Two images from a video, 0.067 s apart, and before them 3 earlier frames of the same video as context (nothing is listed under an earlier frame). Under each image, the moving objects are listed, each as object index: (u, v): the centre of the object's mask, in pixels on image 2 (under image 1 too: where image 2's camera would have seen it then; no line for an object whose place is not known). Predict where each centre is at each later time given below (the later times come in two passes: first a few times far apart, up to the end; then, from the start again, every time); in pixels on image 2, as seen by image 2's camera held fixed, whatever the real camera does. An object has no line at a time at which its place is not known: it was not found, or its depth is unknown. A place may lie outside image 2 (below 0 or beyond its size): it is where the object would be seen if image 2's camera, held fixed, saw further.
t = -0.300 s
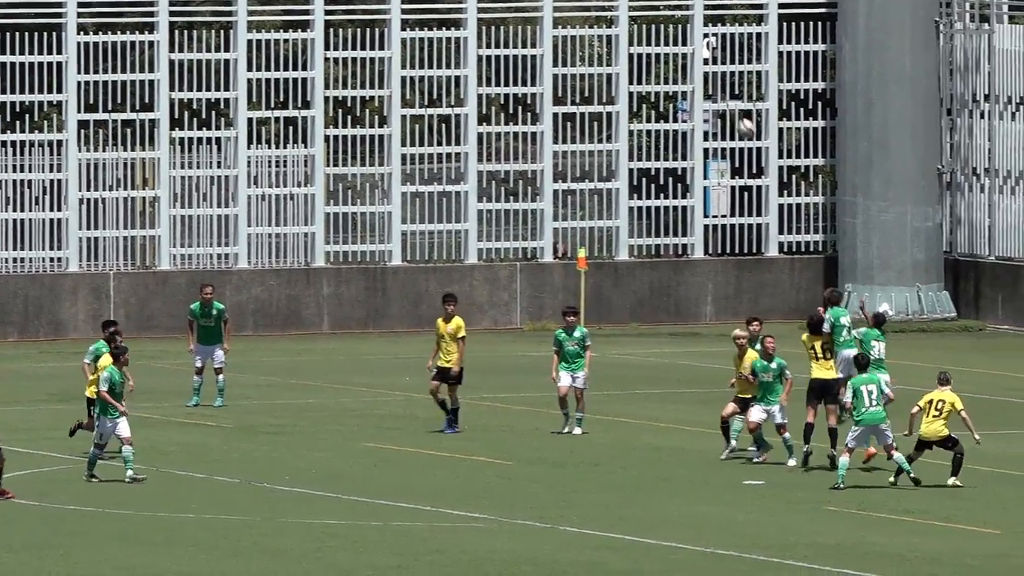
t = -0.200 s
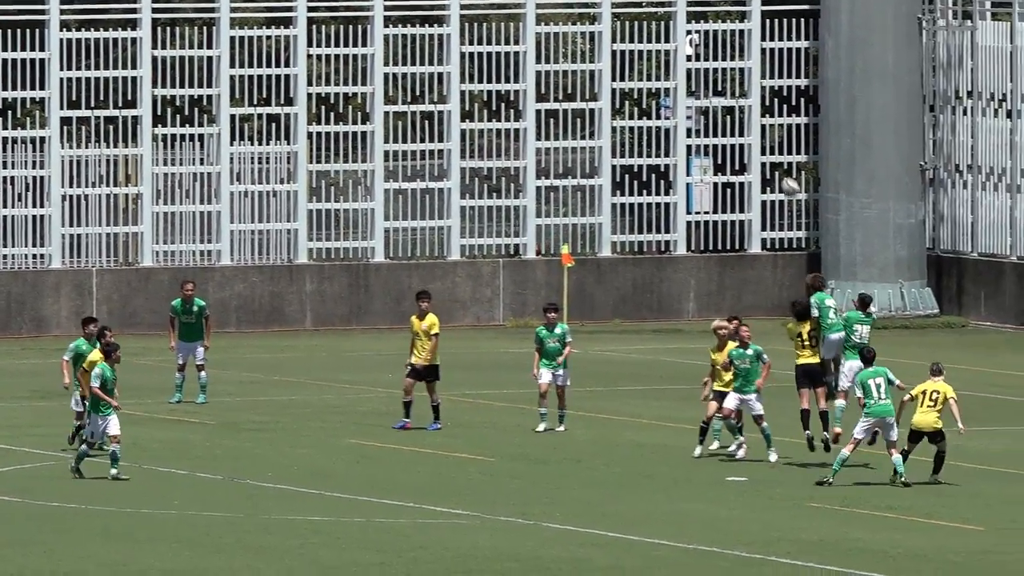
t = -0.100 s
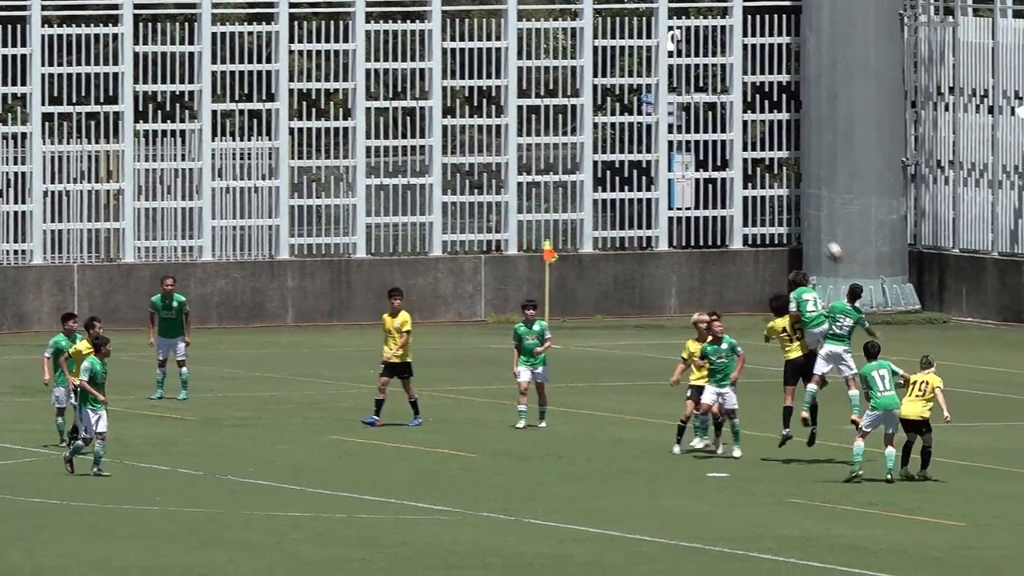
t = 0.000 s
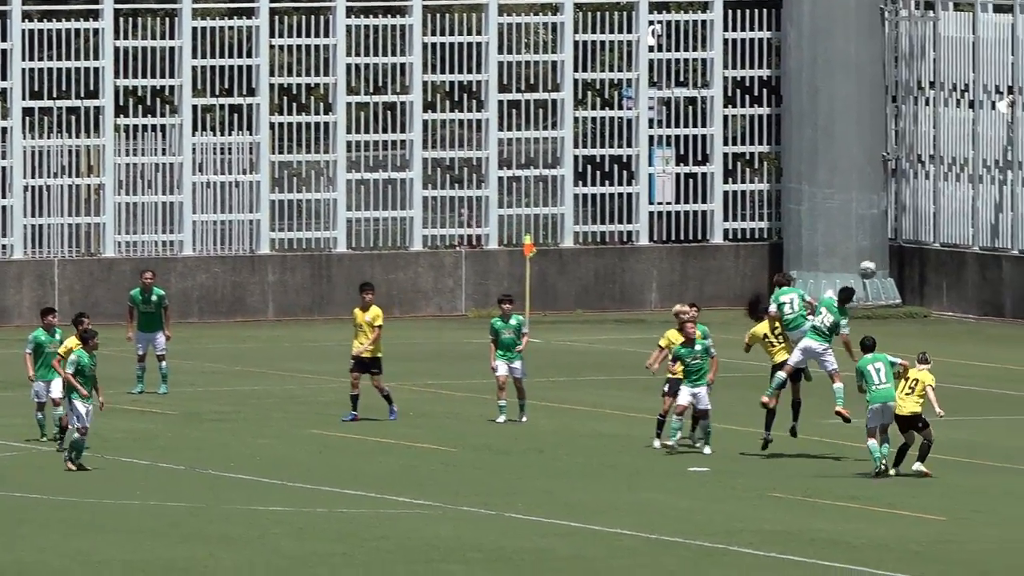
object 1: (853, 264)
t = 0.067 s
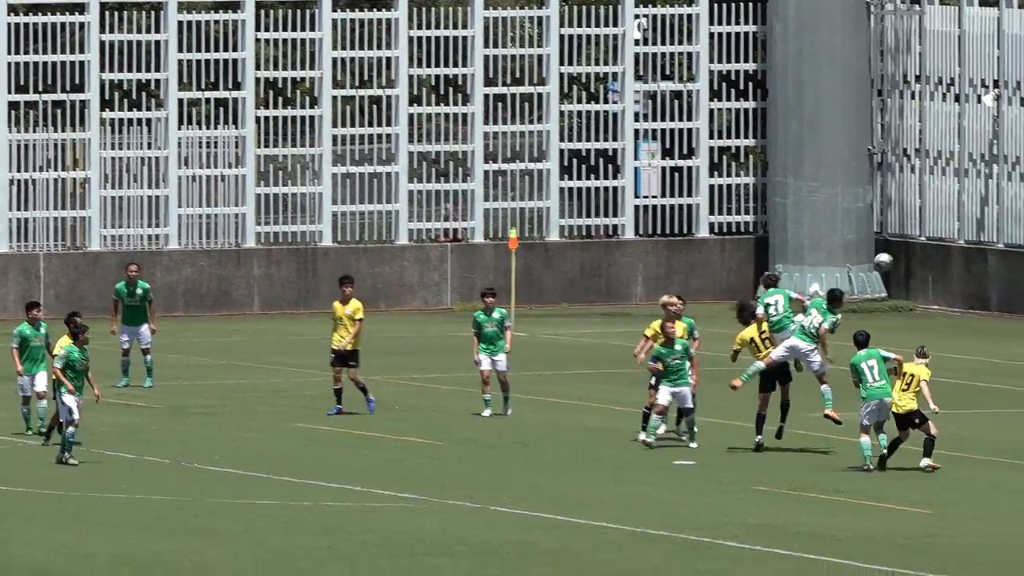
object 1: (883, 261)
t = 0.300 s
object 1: (994, 284)
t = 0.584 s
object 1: (1134, 389)
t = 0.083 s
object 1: (891, 260)
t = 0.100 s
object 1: (899, 261)
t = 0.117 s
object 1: (906, 262)
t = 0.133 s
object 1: (914, 263)
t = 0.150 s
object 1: (922, 263)
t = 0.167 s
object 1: (930, 265)
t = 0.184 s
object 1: (937, 266)
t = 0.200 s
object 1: (945, 268)
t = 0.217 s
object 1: (953, 269)
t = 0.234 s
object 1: (962, 271)
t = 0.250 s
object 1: (970, 274)
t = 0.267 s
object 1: (978, 277)
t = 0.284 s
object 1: (985, 280)
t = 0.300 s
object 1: (994, 284)
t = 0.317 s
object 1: (1002, 287)
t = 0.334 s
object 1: (1010, 291)
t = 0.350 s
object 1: (1019, 296)
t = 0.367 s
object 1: (1027, 301)
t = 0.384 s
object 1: (1035, 306)
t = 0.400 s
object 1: (1044, 311)
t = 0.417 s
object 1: (1052, 317)
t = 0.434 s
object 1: (1061, 322)
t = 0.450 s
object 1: (1068, 329)
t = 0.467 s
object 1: (1077, 335)
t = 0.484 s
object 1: (1085, 342)
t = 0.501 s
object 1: (1094, 349)
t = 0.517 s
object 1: (1102, 356)
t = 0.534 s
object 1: (1109, 366)
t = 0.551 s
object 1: (1118, 373)
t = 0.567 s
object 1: (1126, 381)
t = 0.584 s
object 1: (1134, 389)
